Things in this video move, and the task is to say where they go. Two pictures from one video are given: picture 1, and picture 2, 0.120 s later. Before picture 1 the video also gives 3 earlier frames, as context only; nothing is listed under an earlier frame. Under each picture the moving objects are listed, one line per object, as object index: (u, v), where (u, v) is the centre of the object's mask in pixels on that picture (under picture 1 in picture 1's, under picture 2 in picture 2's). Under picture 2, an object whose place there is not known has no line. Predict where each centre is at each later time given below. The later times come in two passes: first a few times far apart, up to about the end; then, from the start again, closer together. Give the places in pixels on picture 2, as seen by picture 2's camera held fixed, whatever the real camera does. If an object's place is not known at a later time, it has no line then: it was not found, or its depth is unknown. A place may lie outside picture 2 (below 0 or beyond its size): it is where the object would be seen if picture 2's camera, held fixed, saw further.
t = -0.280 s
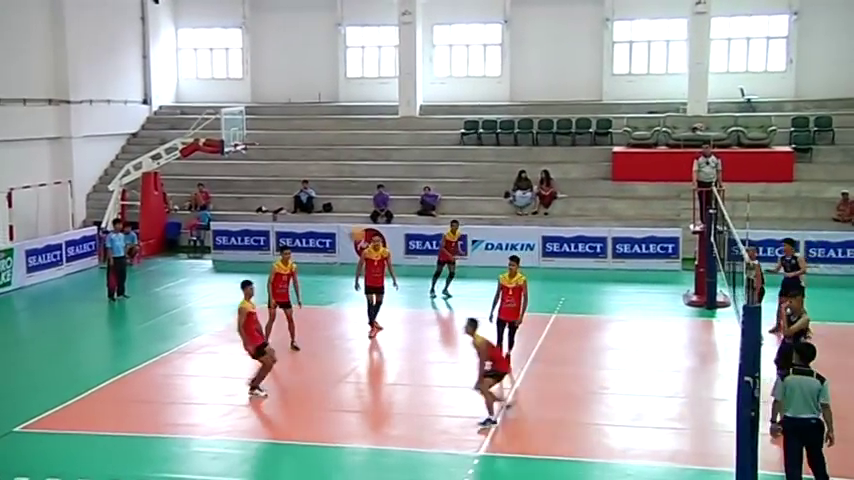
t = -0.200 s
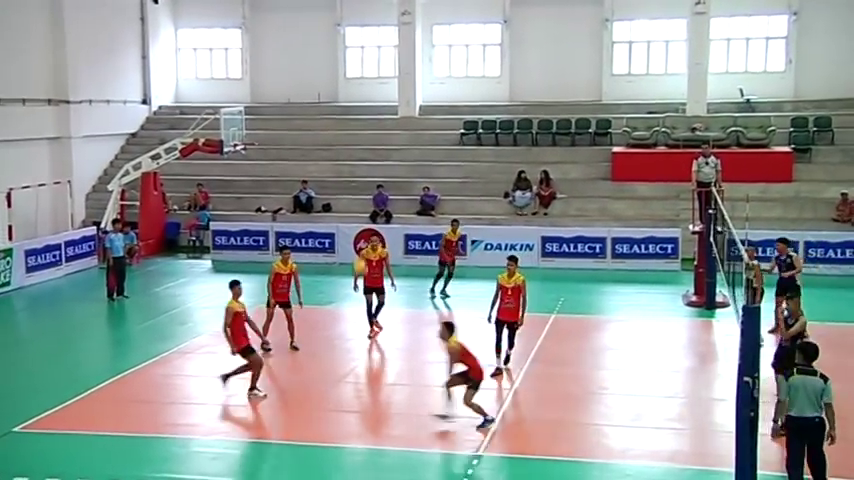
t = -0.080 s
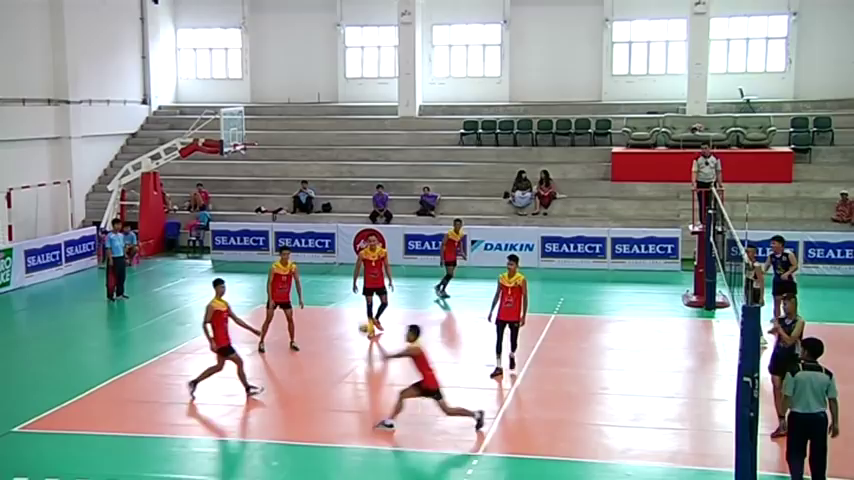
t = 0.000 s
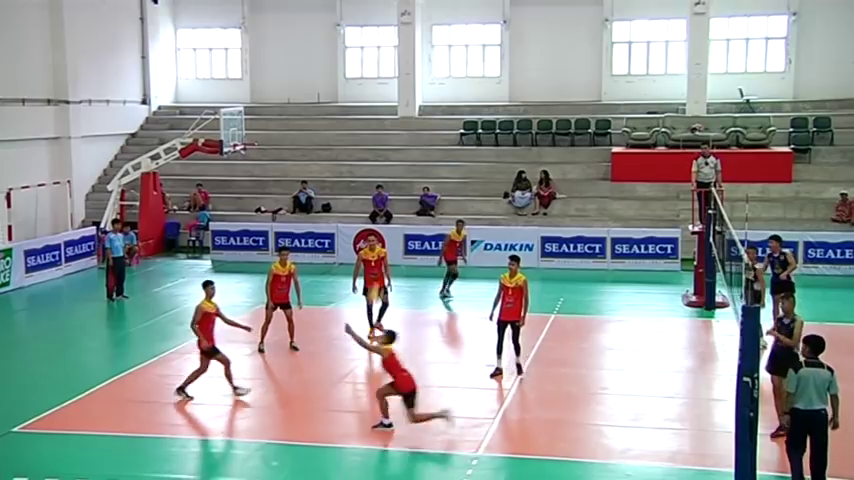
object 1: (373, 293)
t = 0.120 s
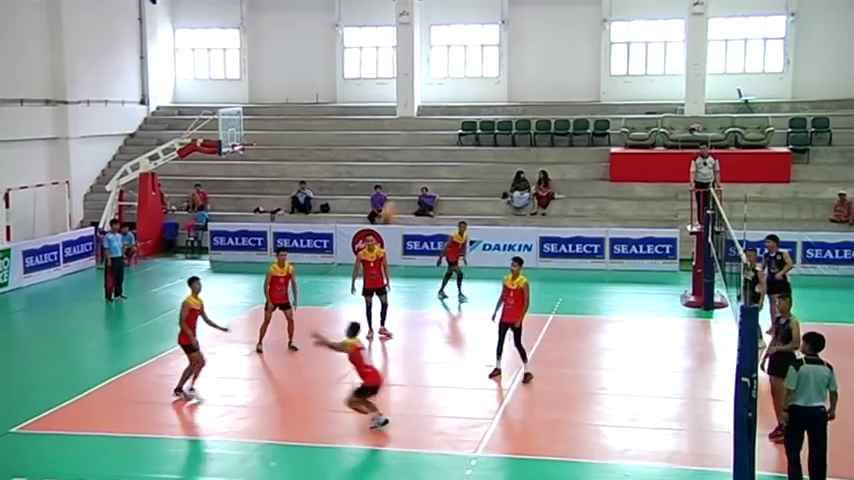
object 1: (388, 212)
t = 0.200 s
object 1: (400, 164)
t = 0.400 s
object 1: (425, 74)
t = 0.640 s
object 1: (453, 8)
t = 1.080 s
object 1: (502, 3)
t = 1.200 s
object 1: (514, 22)
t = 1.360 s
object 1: (529, 63)
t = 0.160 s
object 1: (393, 186)
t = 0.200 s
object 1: (400, 164)
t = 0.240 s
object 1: (406, 142)
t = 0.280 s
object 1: (410, 123)
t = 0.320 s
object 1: (415, 106)
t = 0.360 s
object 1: (420, 89)
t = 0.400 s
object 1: (425, 74)
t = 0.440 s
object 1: (429, 59)
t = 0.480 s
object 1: (434, 47)
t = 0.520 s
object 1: (439, 35)
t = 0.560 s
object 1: (444, 25)
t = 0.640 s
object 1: (453, 8)
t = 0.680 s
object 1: (458, 2)
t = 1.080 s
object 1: (502, 3)
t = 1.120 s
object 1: (506, 8)
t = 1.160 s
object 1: (510, 14)
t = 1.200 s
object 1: (514, 22)
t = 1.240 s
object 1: (518, 31)
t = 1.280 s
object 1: (522, 41)
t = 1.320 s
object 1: (525, 52)
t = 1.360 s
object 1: (529, 63)
